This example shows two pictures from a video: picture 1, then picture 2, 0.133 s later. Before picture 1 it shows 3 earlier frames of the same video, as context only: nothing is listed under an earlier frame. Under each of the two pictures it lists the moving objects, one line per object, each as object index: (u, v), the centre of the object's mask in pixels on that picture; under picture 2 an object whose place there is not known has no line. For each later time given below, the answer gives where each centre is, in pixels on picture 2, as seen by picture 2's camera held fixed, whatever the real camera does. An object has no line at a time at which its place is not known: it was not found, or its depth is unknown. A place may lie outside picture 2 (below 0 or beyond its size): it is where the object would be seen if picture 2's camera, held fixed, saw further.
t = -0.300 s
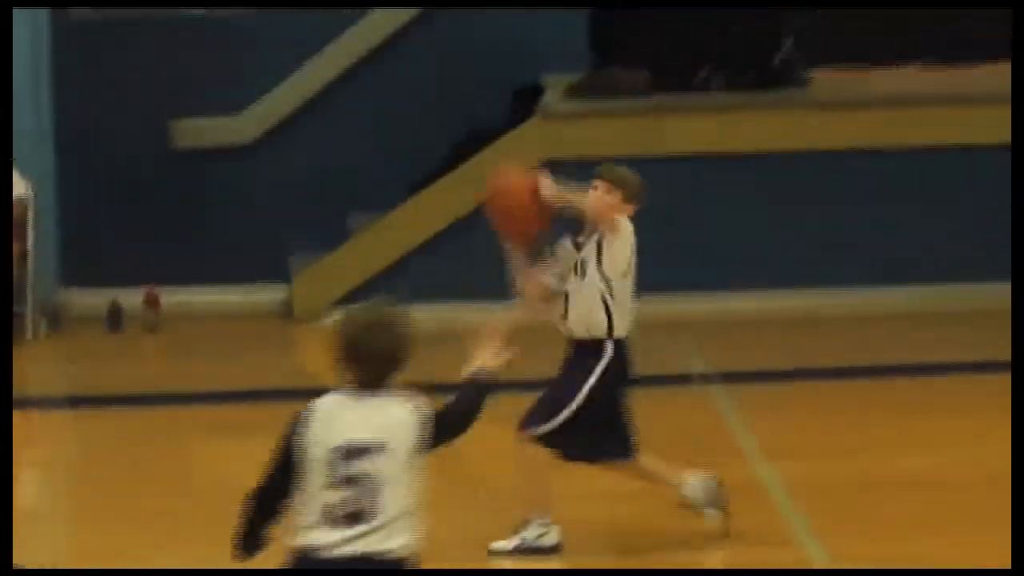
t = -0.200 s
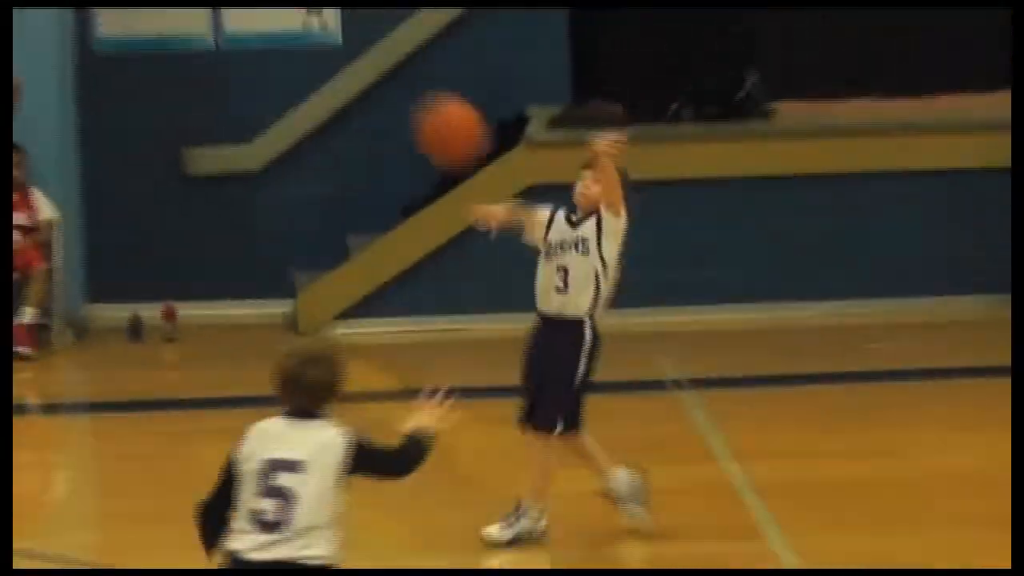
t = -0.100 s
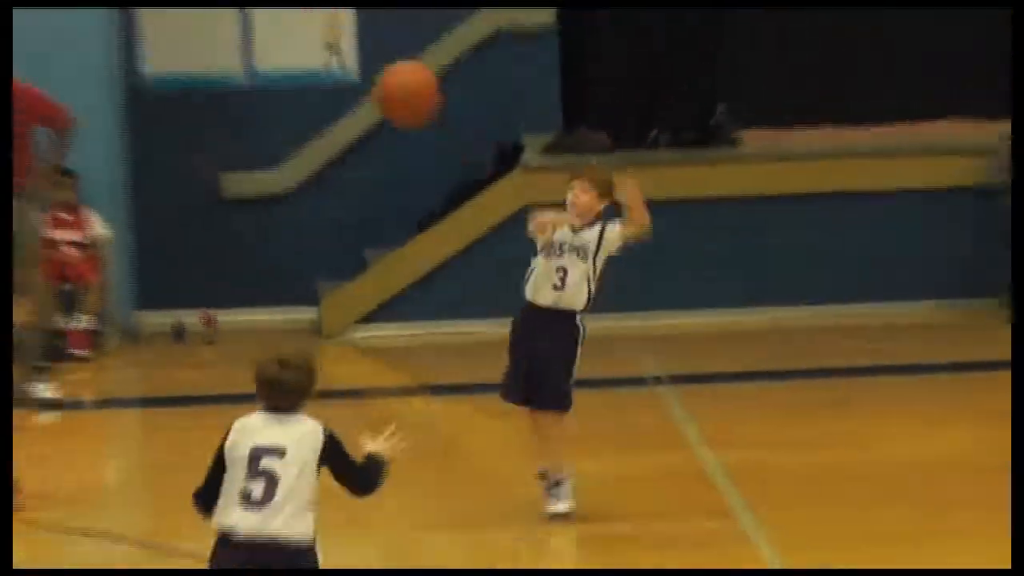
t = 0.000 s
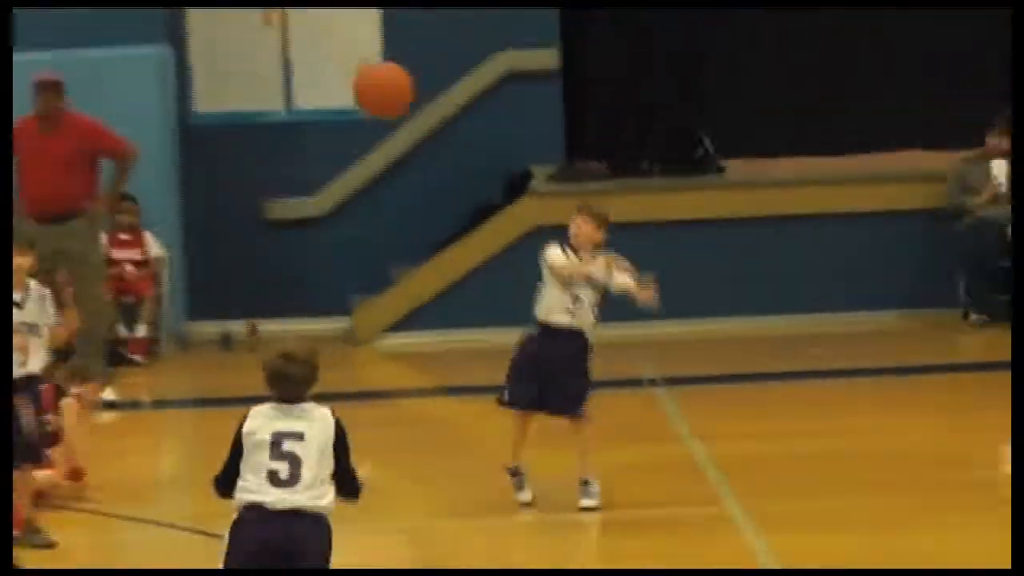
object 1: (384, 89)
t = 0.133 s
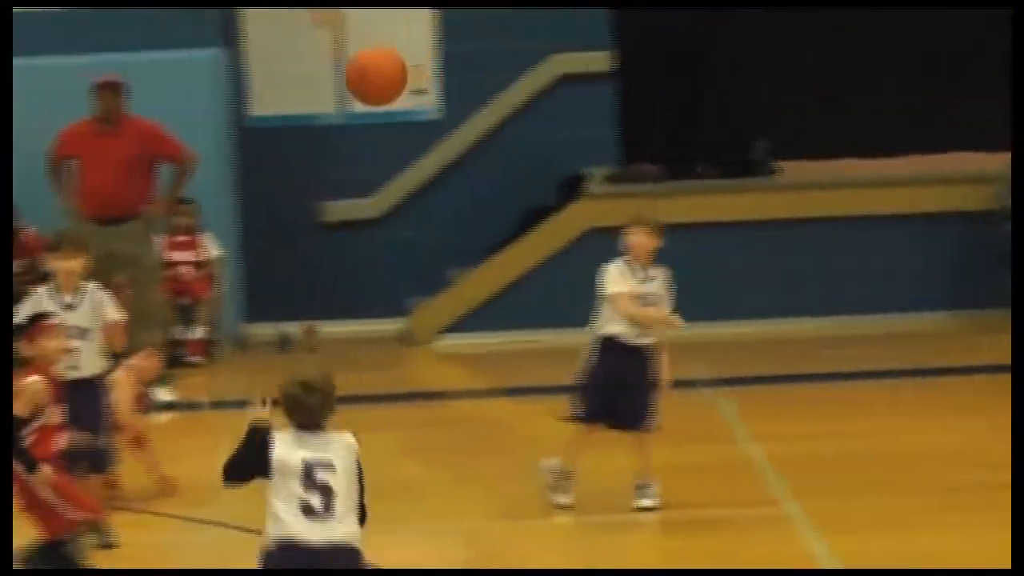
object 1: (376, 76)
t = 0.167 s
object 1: (360, 79)
